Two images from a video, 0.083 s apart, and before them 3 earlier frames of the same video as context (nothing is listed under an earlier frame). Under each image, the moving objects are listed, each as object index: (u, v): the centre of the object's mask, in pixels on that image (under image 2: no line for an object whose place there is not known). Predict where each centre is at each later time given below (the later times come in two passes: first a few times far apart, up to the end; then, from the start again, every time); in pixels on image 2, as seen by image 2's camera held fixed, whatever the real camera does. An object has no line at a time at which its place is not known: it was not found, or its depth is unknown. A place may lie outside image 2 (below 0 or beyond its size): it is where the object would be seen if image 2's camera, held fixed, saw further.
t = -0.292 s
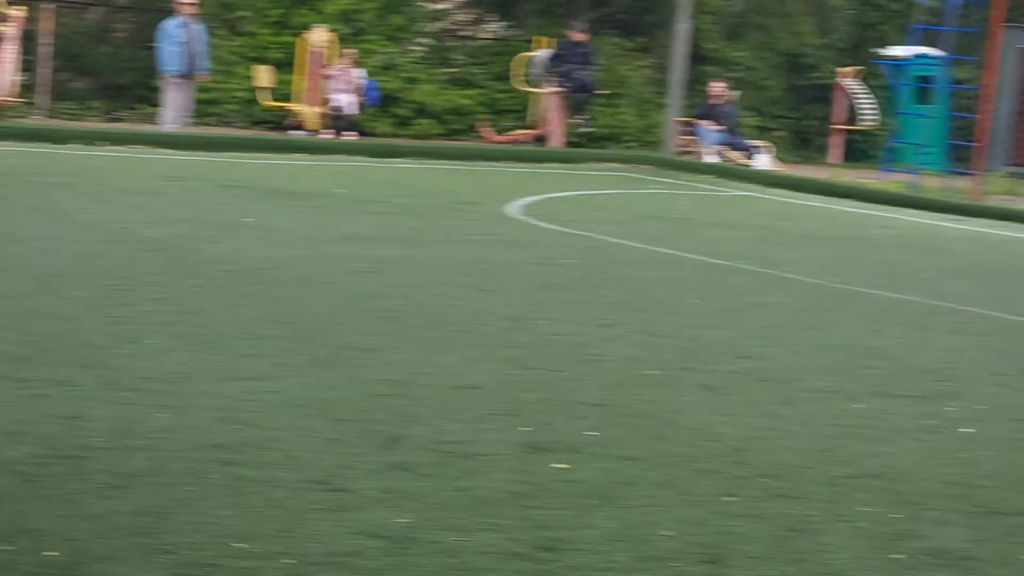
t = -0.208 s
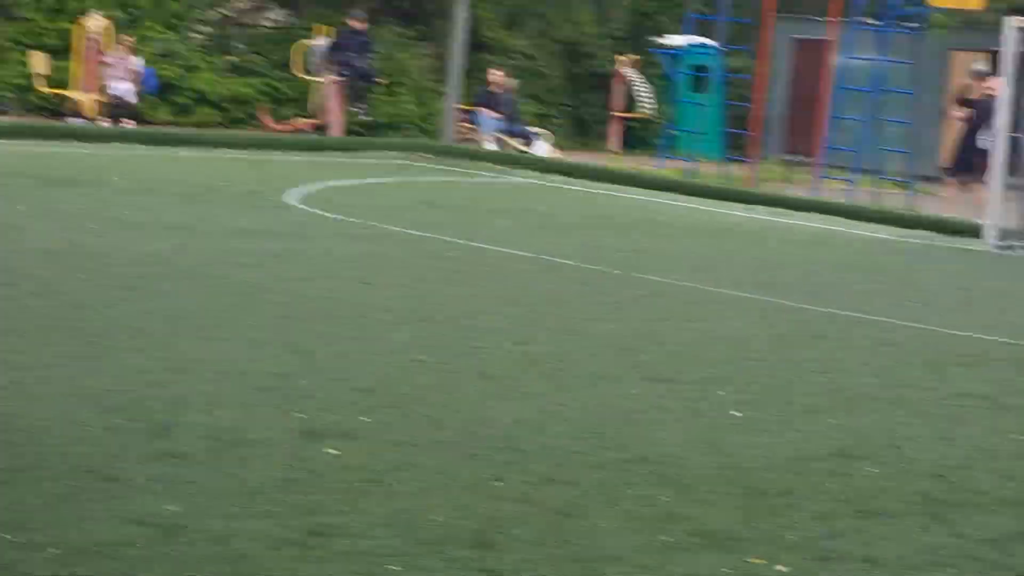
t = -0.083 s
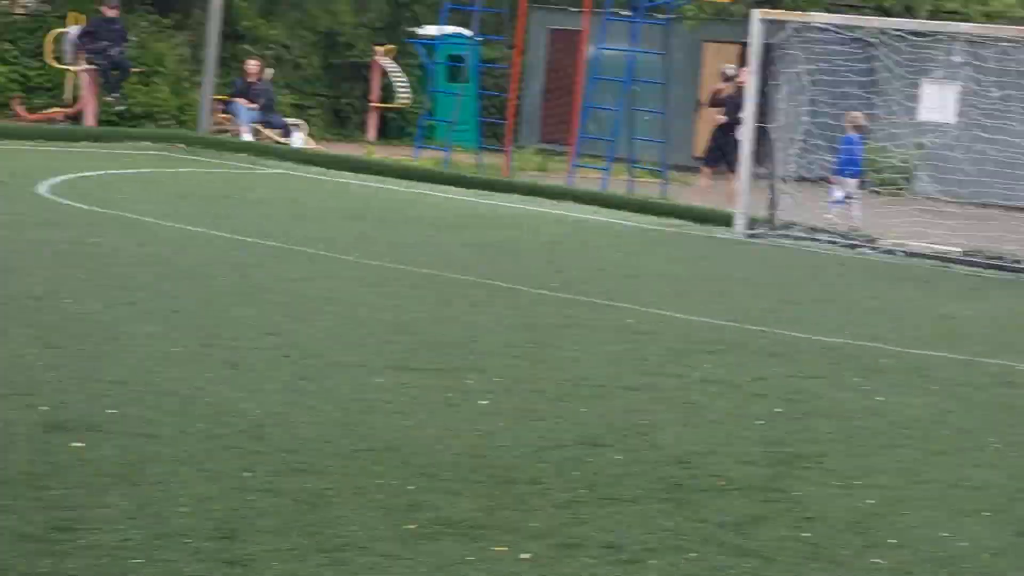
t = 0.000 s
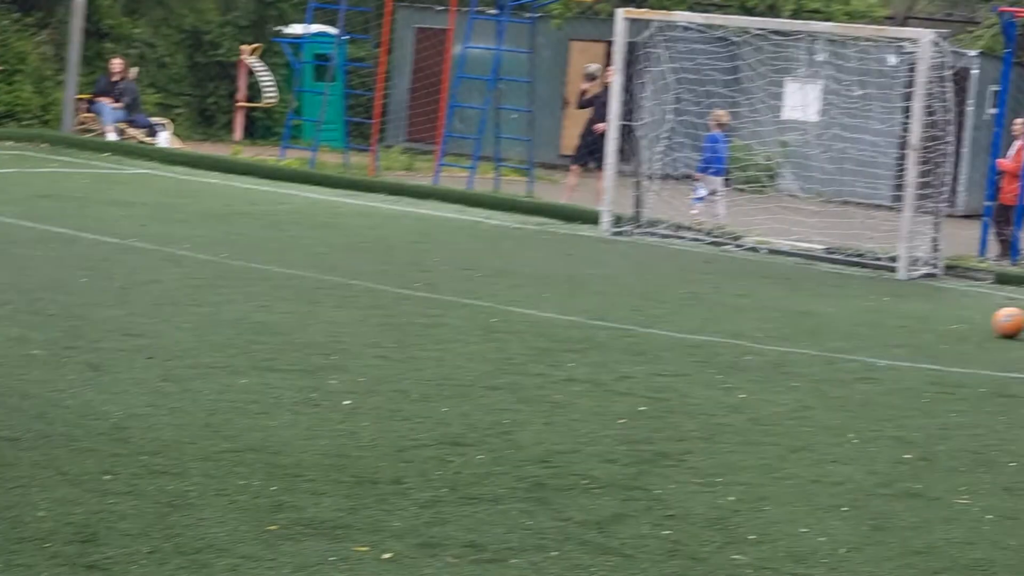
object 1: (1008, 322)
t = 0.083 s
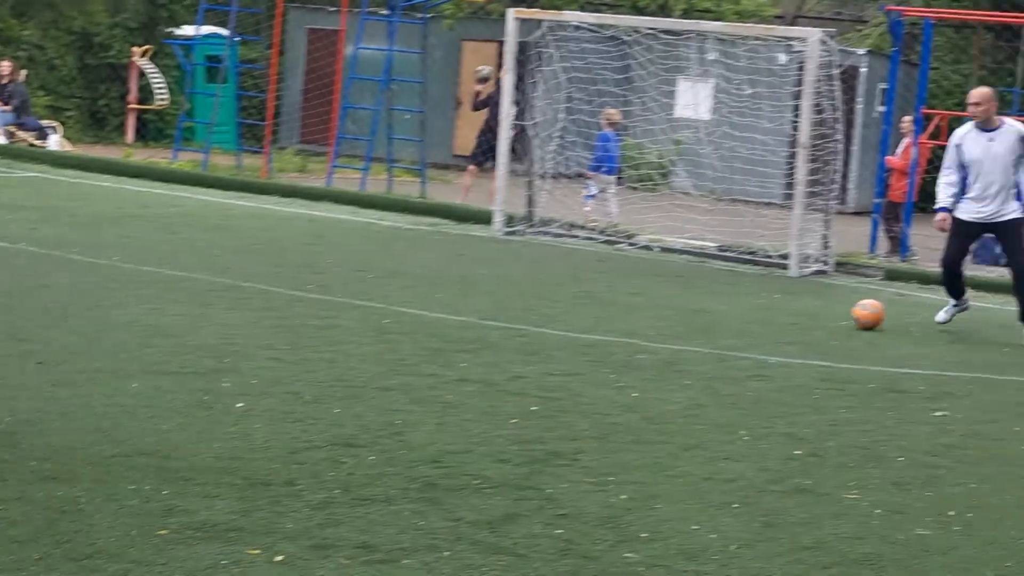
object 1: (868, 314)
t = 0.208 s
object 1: (832, 307)
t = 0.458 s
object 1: (754, 296)
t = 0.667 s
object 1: (693, 288)
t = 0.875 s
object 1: (639, 281)
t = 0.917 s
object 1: (630, 279)
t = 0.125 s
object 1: (856, 311)
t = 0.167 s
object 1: (845, 309)
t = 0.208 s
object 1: (832, 307)
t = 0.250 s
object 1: (818, 305)
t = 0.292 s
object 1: (805, 303)
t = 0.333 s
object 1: (792, 302)
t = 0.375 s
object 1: (779, 300)
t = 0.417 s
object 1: (767, 298)
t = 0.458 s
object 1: (754, 296)
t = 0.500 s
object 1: (741, 295)
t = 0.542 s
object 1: (729, 293)
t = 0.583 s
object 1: (717, 291)
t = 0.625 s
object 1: (705, 290)
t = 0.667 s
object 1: (693, 288)
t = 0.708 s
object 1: (682, 287)
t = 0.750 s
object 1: (671, 285)
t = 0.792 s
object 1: (660, 283)
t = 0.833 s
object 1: (649, 282)
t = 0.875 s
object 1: (639, 281)
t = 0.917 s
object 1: (630, 279)
